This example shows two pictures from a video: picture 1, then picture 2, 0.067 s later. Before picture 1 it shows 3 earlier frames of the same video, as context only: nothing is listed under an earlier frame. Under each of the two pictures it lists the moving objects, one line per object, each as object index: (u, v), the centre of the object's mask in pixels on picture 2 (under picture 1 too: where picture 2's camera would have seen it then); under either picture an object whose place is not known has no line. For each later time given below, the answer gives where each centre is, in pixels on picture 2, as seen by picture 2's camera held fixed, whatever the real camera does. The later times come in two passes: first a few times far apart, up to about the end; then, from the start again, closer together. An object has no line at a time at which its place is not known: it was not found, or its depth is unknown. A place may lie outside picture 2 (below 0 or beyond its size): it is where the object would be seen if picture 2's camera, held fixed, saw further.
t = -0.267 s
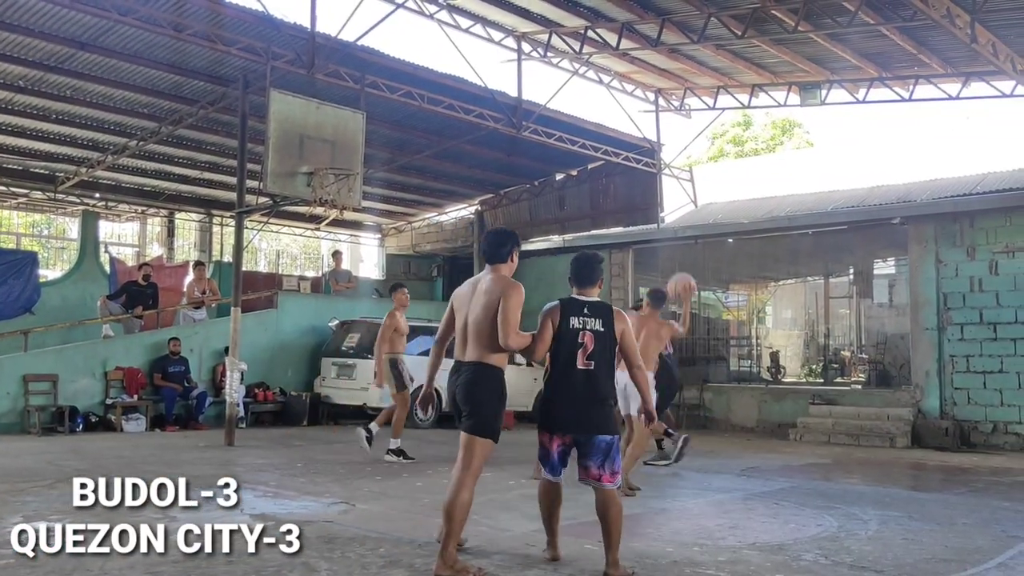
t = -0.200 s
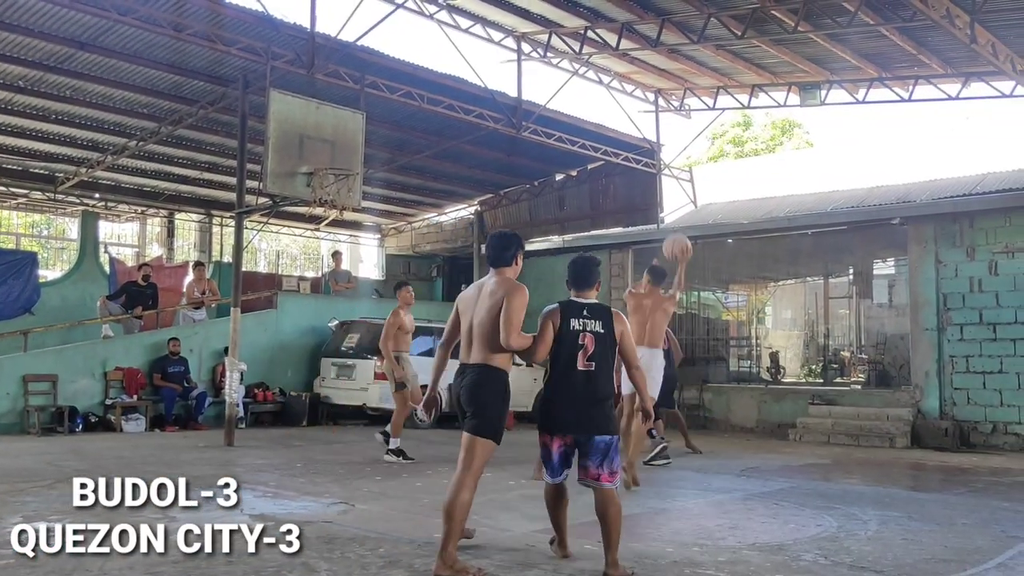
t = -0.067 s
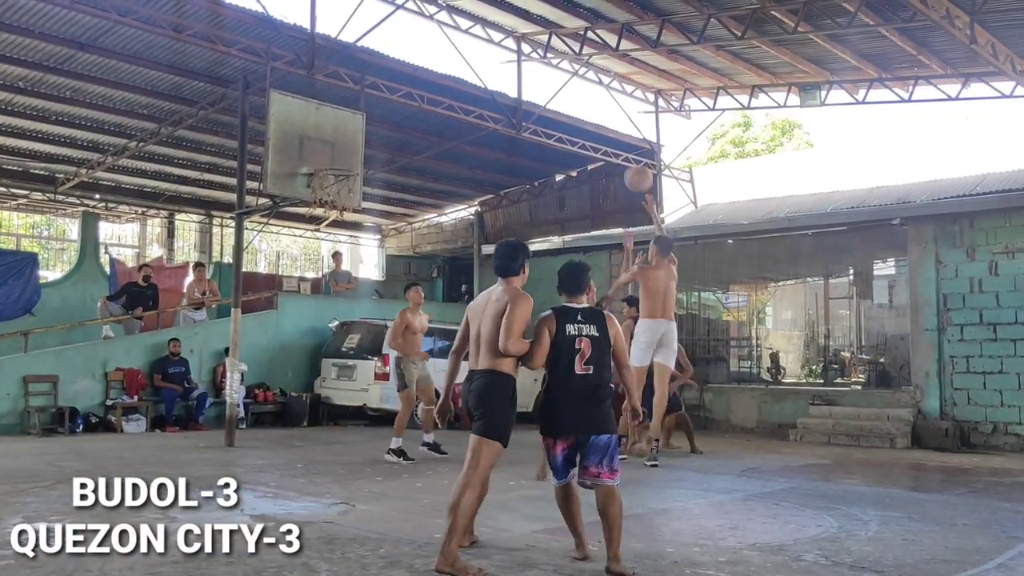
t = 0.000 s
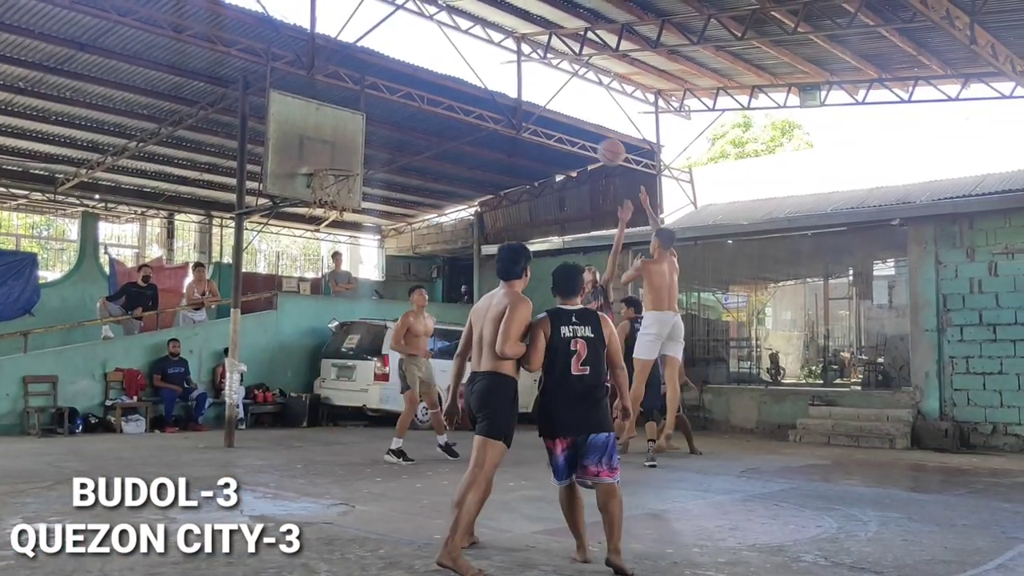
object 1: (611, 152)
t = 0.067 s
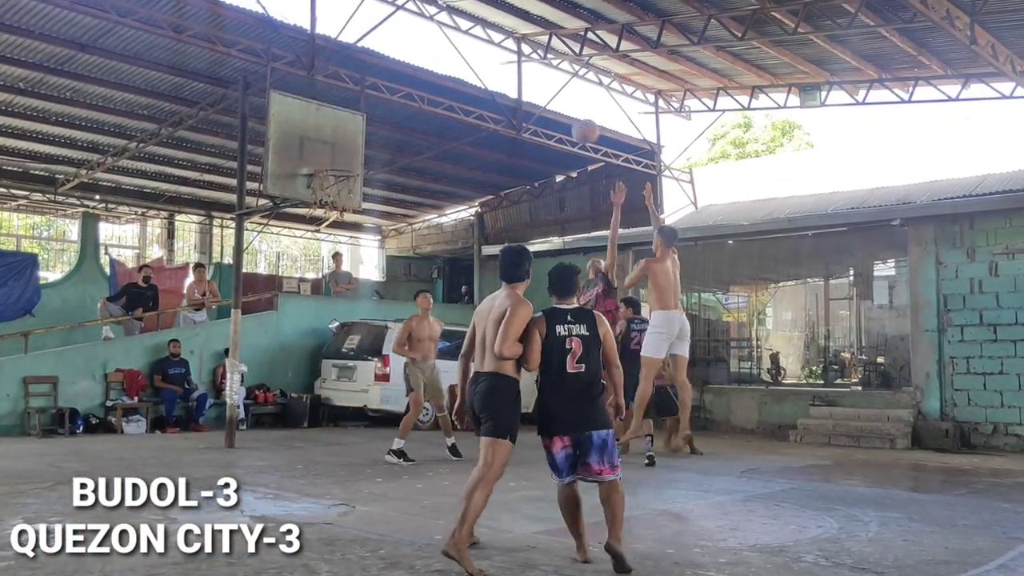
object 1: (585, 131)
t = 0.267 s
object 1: (513, 98)
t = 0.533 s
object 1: (426, 112)
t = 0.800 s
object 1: (378, 157)
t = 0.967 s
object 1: (414, 147)
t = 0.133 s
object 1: (560, 115)
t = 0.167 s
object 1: (548, 109)
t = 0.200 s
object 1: (536, 104)
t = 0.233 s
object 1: (525, 101)
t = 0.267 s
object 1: (513, 98)
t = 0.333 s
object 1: (491, 96)
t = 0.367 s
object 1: (479, 96)
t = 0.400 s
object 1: (469, 97)
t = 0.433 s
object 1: (458, 99)
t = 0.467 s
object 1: (447, 102)
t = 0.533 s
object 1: (426, 112)
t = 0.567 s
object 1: (416, 119)
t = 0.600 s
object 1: (406, 127)
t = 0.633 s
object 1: (396, 135)
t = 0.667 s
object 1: (386, 144)
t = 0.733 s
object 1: (367, 165)
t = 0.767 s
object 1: (371, 163)
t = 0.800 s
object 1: (378, 157)
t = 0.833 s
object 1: (386, 153)
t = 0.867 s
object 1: (393, 150)
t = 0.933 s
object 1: (407, 147)
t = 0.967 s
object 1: (414, 147)
